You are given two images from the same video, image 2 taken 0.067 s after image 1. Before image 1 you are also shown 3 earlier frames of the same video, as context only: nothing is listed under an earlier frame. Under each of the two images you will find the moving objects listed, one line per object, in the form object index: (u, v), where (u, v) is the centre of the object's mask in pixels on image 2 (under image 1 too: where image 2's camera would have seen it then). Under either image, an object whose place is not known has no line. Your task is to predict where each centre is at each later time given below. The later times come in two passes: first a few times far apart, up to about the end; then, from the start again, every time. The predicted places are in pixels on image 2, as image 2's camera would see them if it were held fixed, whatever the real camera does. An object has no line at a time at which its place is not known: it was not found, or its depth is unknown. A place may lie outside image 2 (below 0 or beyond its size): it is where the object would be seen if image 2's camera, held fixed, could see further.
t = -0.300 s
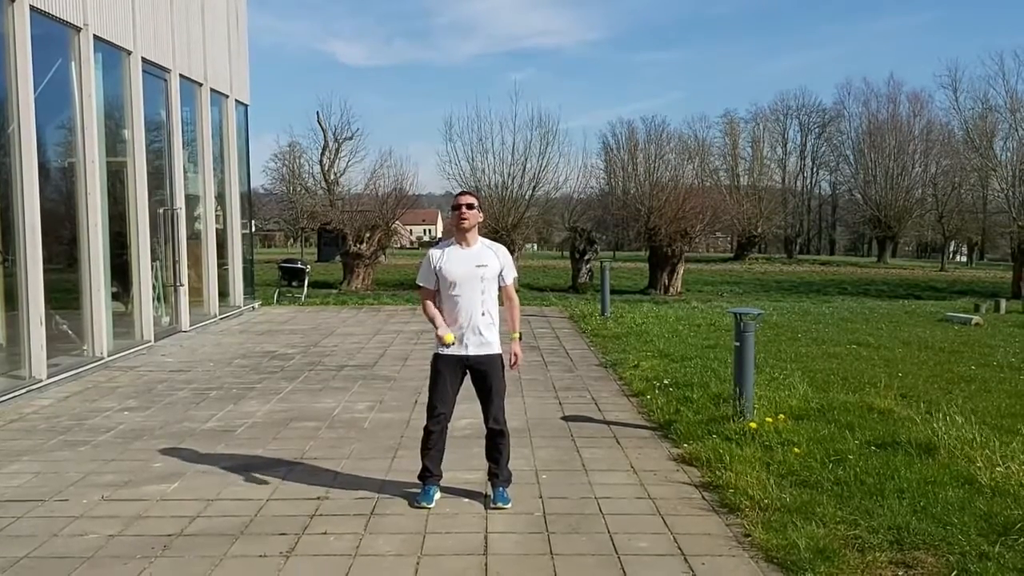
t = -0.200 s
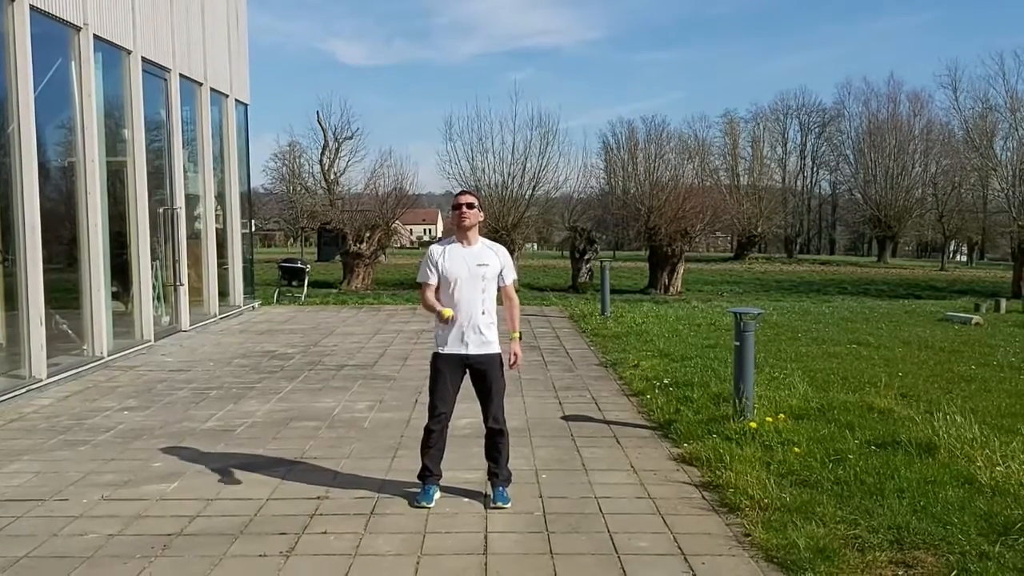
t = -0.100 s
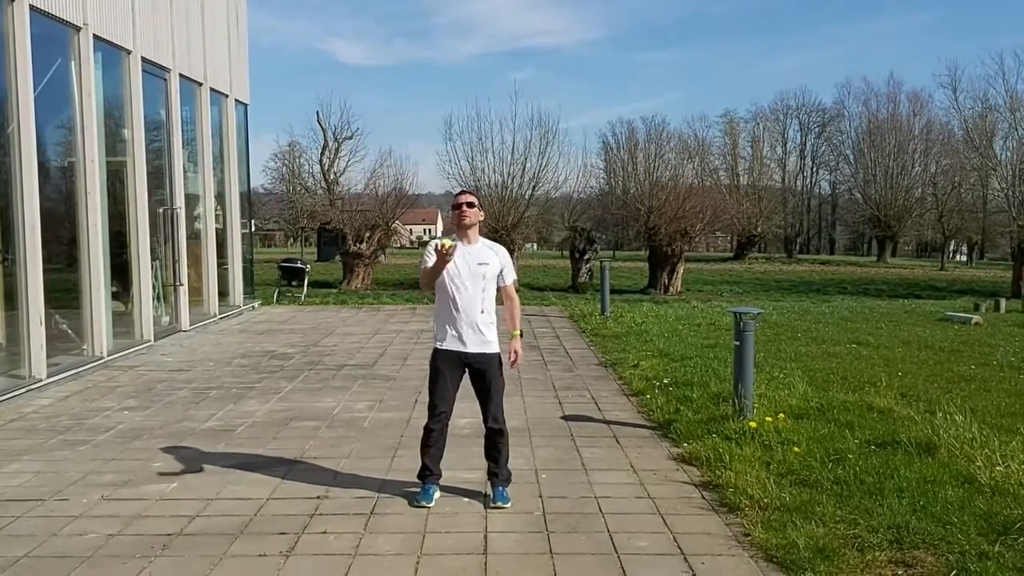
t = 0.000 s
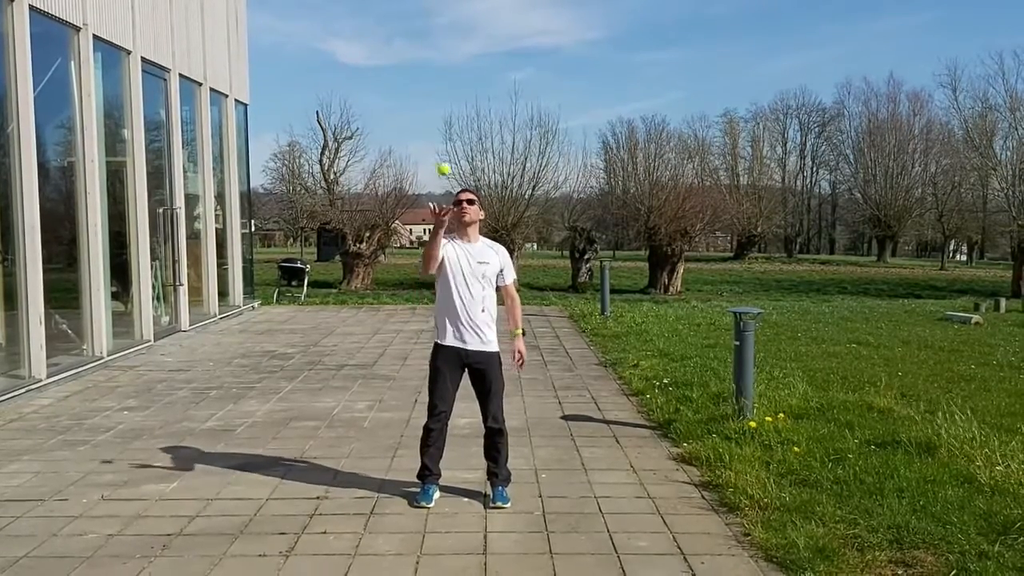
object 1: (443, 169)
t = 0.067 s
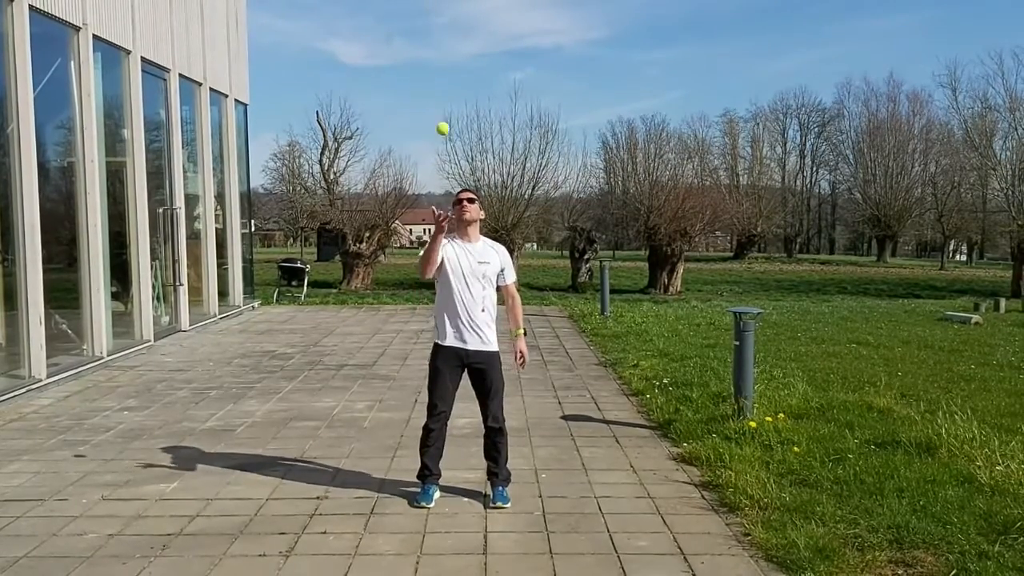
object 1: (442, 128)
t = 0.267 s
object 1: (441, 59)
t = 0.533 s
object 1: (441, 91)
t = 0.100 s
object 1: (442, 111)
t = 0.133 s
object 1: (441, 96)
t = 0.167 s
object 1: (441, 83)
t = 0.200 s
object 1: (441, 73)
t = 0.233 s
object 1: (441, 65)
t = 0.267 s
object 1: (441, 59)
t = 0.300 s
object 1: (441, 55)
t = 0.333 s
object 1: (441, 54)
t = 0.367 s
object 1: (441, 54)
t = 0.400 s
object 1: (440, 57)
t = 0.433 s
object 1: (440, 62)
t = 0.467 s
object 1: (441, 69)
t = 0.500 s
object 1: (441, 79)
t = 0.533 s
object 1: (441, 91)
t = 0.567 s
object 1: (441, 105)
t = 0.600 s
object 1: (442, 121)
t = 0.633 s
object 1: (442, 139)
